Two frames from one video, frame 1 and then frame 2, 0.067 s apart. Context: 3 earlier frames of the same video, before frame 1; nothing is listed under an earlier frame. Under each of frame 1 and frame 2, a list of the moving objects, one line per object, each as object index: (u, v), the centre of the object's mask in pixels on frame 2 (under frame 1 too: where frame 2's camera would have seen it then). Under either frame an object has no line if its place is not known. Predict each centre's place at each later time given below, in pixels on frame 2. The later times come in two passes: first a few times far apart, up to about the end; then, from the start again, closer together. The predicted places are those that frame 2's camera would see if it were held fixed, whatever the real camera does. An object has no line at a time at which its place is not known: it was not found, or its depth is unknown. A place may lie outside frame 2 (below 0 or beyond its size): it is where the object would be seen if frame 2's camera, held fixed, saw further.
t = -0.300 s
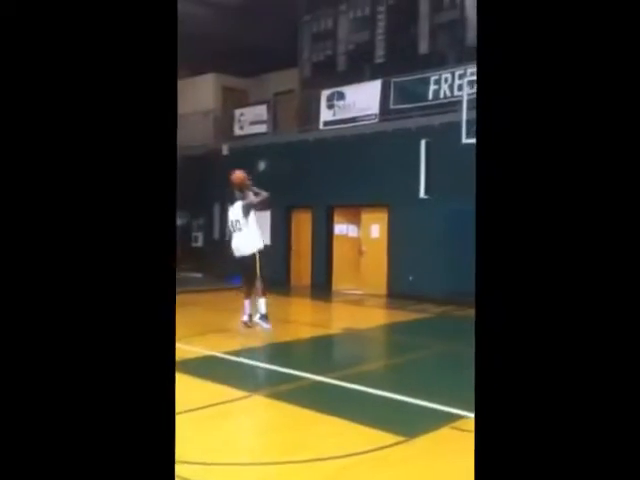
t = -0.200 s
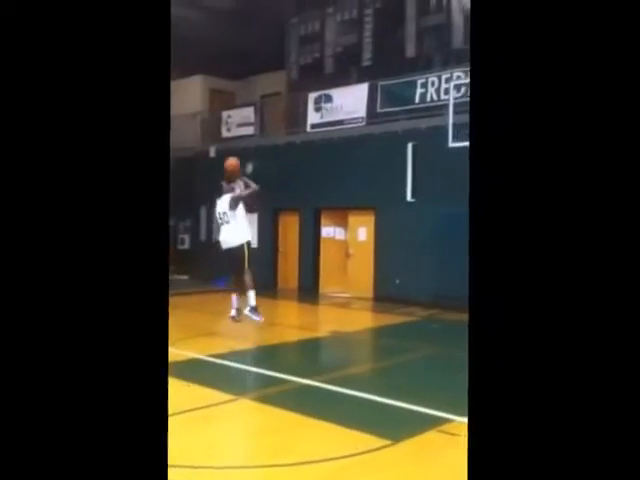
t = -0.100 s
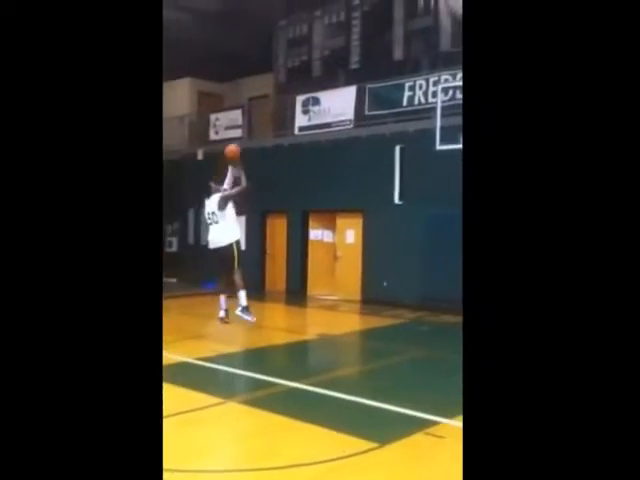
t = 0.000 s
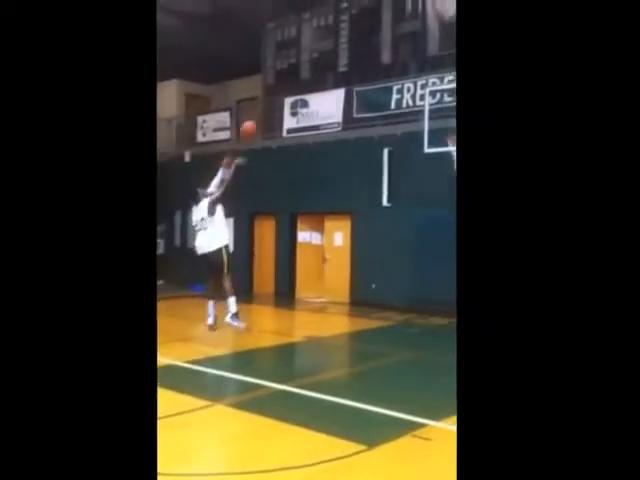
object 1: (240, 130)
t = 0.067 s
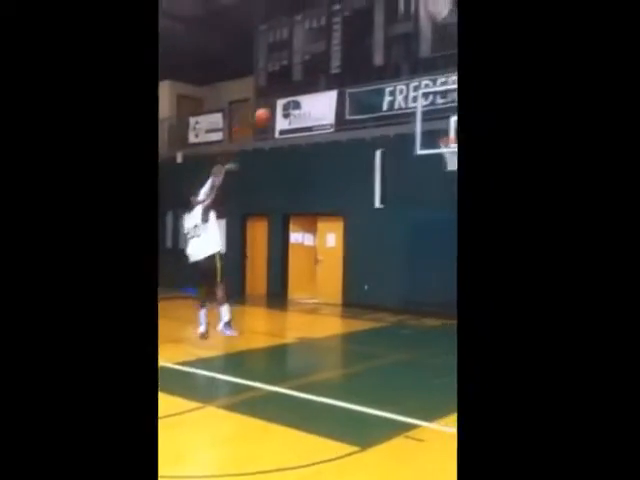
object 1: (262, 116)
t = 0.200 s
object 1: (303, 97)
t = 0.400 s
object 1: (363, 89)
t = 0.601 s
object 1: (418, 108)
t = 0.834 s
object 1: (439, 151)
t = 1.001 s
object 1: (432, 149)
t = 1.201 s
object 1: (445, 168)
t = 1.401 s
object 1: (461, 197)
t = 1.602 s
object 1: (479, 258)
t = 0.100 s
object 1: (271, 110)
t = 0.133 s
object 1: (281, 104)
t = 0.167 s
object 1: (291, 101)
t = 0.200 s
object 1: (303, 97)
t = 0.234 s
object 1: (313, 94)
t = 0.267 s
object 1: (323, 91)
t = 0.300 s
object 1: (333, 89)
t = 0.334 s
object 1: (344, 90)
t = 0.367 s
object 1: (353, 88)
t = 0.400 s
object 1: (363, 89)
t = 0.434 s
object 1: (372, 90)
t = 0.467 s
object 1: (382, 92)
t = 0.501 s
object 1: (392, 96)
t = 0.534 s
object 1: (398, 99)
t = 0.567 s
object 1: (410, 104)
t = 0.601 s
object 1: (418, 108)
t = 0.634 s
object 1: (427, 112)
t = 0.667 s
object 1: (436, 120)
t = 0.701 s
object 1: (445, 126)
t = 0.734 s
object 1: (455, 129)
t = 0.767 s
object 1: (459, 141)
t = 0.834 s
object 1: (439, 151)
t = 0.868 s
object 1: (436, 152)
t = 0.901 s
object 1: (433, 151)
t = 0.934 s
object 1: (432, 149)
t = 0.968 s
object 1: (431, 149)
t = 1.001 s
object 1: (432, 149)
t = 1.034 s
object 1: (432, 150)
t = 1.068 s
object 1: (434, 152)
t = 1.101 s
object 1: (436, 154)
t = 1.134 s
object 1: (437, 158)
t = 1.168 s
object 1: (442, 164)
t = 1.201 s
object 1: (445, 168)
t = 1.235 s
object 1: (449, 171)
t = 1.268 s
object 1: (451, 174)
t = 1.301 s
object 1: (453, 177)
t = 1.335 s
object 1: (456, 184)
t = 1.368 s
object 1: (459, 190)
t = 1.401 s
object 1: (461, 197)
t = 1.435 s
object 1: (464, 205)
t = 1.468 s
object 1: (468, 214)
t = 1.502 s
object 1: (471, 224)
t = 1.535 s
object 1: (473, 234)
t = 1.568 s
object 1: (476, 244)
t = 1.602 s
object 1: (479, 258)
